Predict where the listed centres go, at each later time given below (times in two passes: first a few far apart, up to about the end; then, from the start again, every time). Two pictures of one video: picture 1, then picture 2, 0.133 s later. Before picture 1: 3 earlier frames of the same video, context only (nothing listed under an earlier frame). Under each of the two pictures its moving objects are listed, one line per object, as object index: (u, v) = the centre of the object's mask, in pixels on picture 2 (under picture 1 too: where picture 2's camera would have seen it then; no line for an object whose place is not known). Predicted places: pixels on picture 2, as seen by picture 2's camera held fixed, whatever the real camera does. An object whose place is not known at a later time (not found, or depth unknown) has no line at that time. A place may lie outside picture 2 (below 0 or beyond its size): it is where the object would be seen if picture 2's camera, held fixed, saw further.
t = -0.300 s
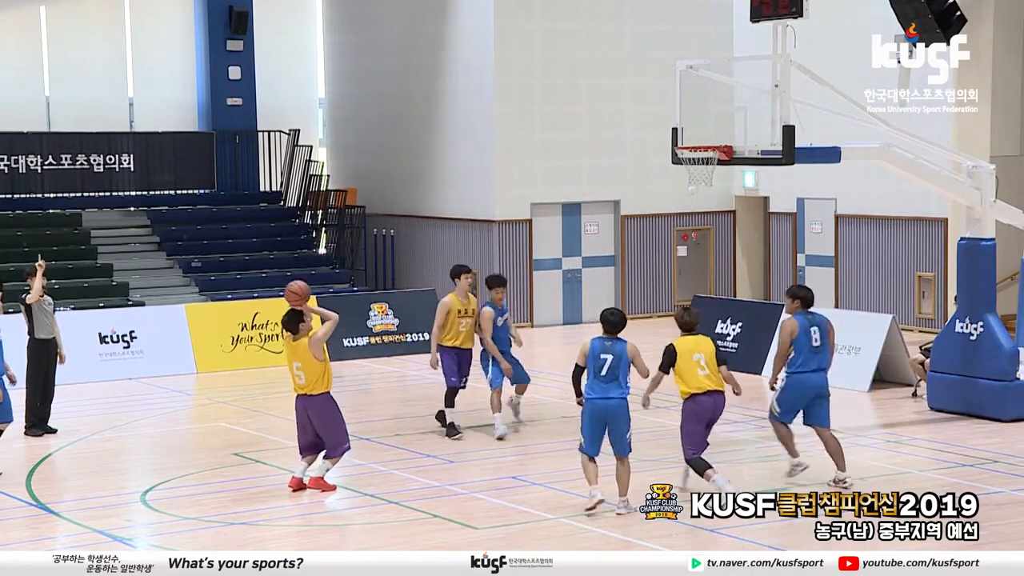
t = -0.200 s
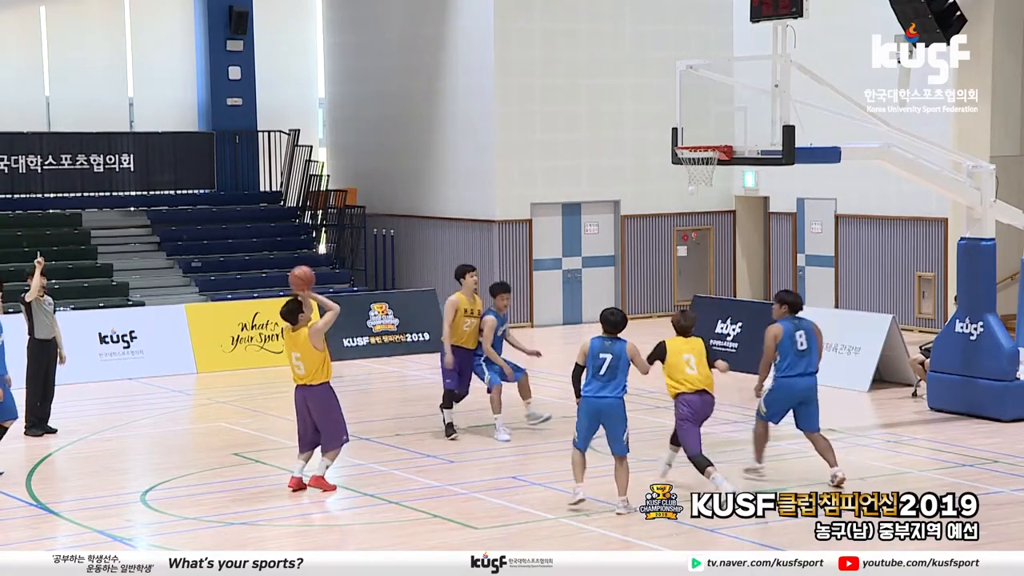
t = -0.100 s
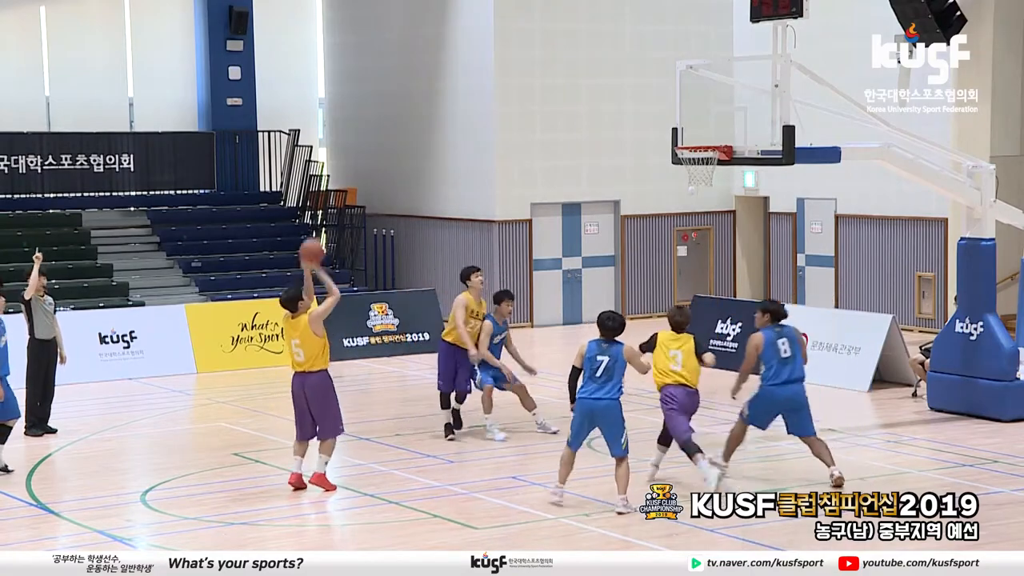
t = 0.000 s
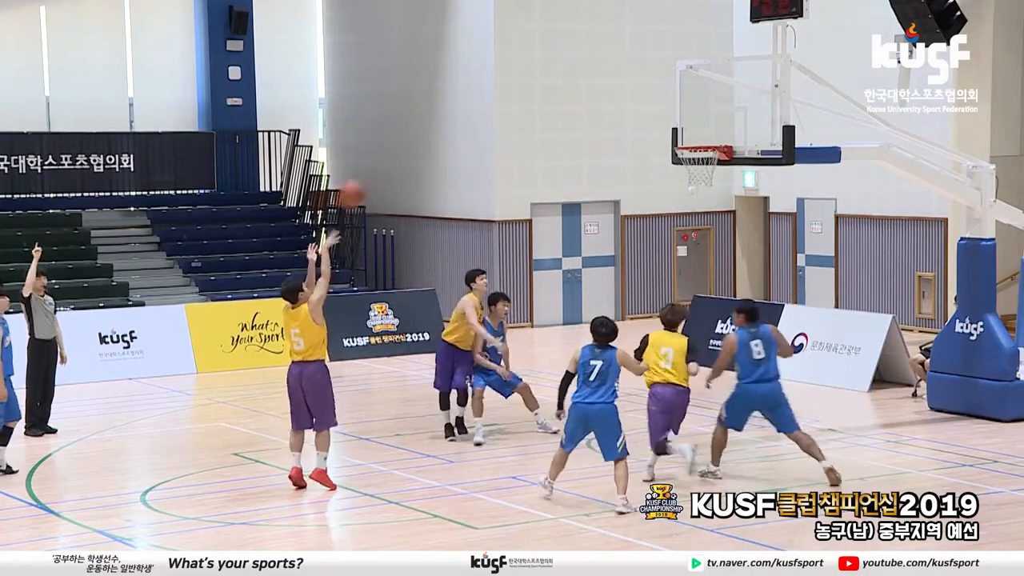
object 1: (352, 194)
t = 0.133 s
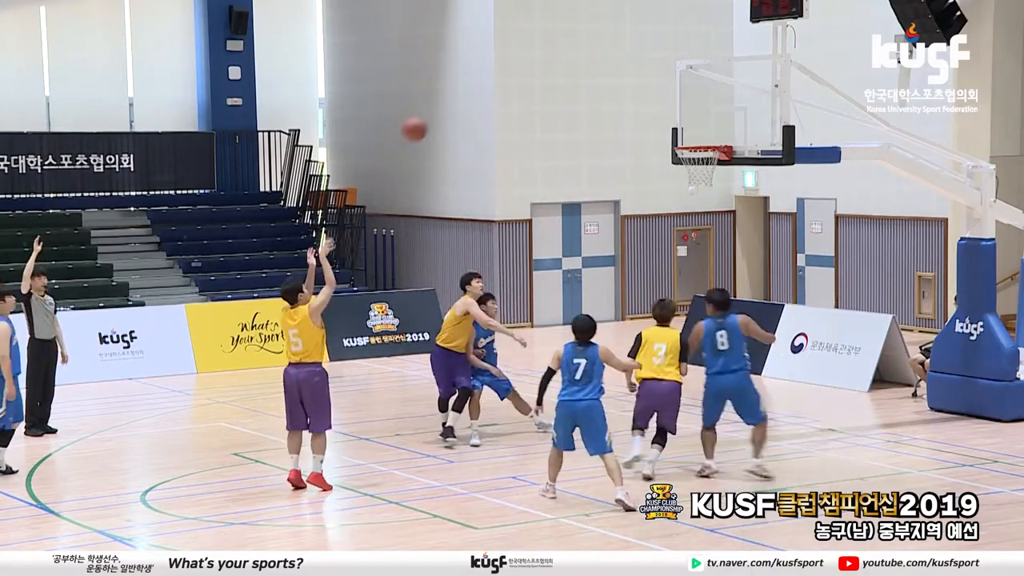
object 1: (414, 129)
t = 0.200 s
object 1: (445, 105)
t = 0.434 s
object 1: (545, 54)
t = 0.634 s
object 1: (628, 55)
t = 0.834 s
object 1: (706, 93)
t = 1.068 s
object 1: (687, 152)
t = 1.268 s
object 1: (701, 167)
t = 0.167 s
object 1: (430, 116)
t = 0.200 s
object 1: (445, 105)
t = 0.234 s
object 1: (459, 93)
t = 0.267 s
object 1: (474, 84)
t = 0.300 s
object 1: (489, 75)
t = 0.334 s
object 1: (503, 68)
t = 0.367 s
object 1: (517, 63)
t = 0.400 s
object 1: (531, 58)
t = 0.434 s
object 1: (545, 54)
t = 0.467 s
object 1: (559, 52)
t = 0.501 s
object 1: (573, 51)
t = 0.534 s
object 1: (587, 51)
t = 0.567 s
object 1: (601, 51)
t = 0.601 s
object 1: (615, 53)
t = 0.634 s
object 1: (628, 55)
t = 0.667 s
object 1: (642, 59)
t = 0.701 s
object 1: (655, 64)
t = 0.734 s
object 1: (668, 69)
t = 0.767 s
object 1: (681, 76)
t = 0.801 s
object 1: (694, 84)
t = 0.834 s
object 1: (706, 93)
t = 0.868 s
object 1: (719, 103)
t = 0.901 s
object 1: (723, 113)
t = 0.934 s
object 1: (715, 123)
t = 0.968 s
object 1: (707, 134)
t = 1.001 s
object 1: (699, 144)
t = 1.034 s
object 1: (694, 147)
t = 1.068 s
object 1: (687, 152)
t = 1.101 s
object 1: (687, 157)
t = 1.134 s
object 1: (687, 159)
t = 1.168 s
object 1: (689, 161)
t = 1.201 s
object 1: (695, 164)
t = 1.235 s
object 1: (698, 166)
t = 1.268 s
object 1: (701, 167)
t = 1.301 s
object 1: (705, 170)
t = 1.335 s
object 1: (708, 172)
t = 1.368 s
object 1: (711, 173)
